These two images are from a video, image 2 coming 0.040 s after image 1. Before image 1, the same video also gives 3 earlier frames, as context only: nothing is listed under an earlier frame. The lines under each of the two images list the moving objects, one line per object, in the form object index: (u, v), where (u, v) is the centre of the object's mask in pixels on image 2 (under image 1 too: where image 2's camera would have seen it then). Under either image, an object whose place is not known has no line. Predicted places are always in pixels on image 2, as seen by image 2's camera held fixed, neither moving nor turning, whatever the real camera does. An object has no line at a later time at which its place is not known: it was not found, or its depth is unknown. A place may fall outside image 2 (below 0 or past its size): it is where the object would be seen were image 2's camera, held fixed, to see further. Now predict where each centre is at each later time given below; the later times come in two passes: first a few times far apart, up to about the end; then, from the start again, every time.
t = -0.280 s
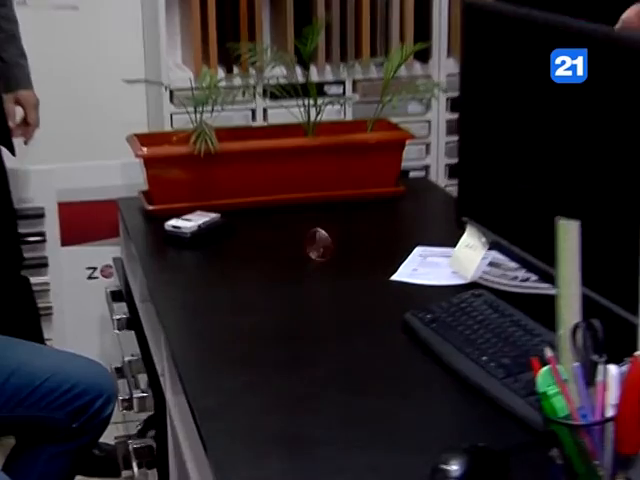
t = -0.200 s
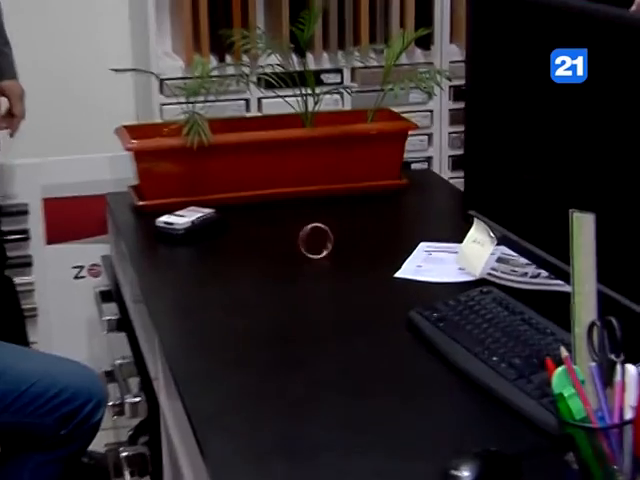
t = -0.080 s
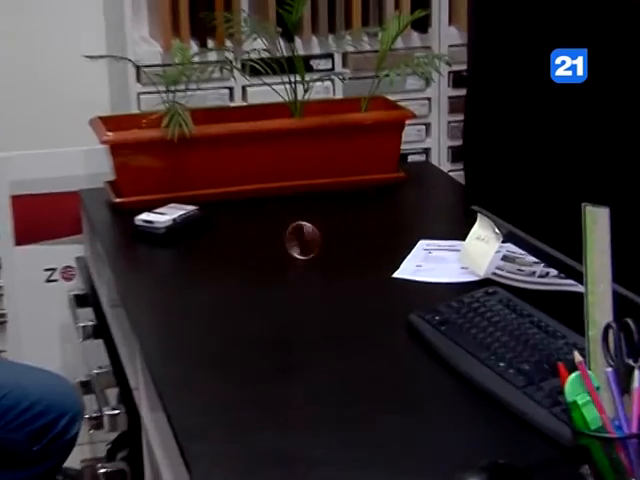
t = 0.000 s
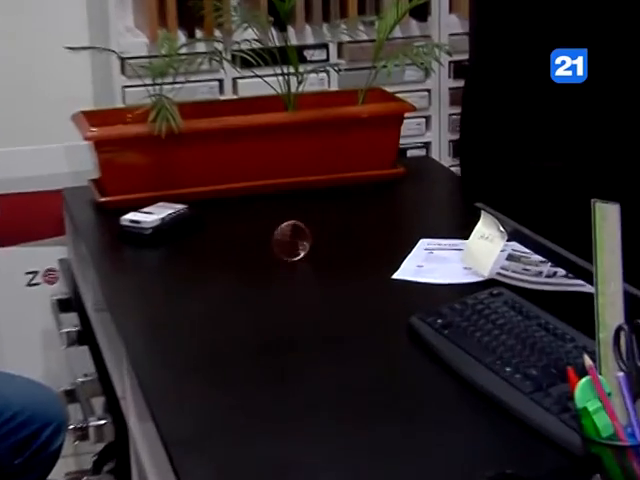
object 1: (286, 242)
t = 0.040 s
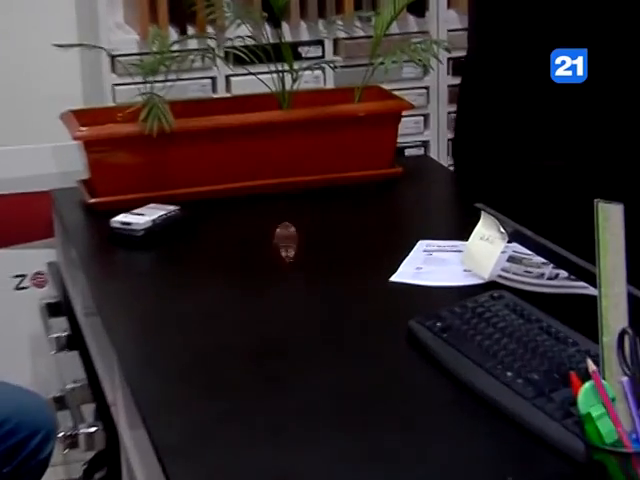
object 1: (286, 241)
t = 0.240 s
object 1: (276, 243)
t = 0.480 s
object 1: (268, 239)
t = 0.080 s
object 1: (285, 242)
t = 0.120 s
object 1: (282, 243)
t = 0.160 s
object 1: (279, 243)
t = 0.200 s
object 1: (277, 242)
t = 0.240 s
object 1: (276, 243)
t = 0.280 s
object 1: (274, 242)
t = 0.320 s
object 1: (272, 242)
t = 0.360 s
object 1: (272, 241)
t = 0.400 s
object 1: (270, 241)
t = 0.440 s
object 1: (269, 241)
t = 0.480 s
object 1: (268, 239)
